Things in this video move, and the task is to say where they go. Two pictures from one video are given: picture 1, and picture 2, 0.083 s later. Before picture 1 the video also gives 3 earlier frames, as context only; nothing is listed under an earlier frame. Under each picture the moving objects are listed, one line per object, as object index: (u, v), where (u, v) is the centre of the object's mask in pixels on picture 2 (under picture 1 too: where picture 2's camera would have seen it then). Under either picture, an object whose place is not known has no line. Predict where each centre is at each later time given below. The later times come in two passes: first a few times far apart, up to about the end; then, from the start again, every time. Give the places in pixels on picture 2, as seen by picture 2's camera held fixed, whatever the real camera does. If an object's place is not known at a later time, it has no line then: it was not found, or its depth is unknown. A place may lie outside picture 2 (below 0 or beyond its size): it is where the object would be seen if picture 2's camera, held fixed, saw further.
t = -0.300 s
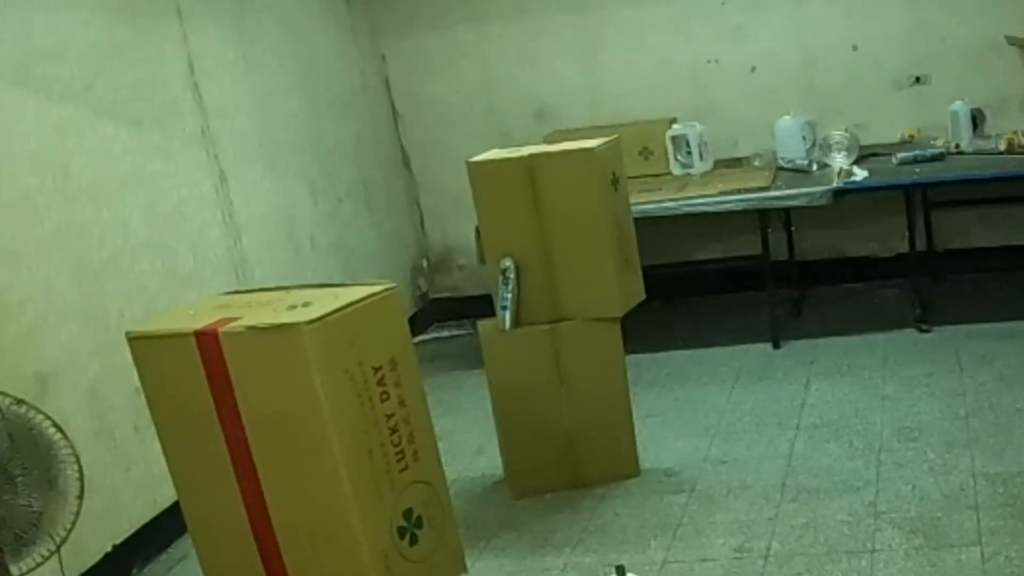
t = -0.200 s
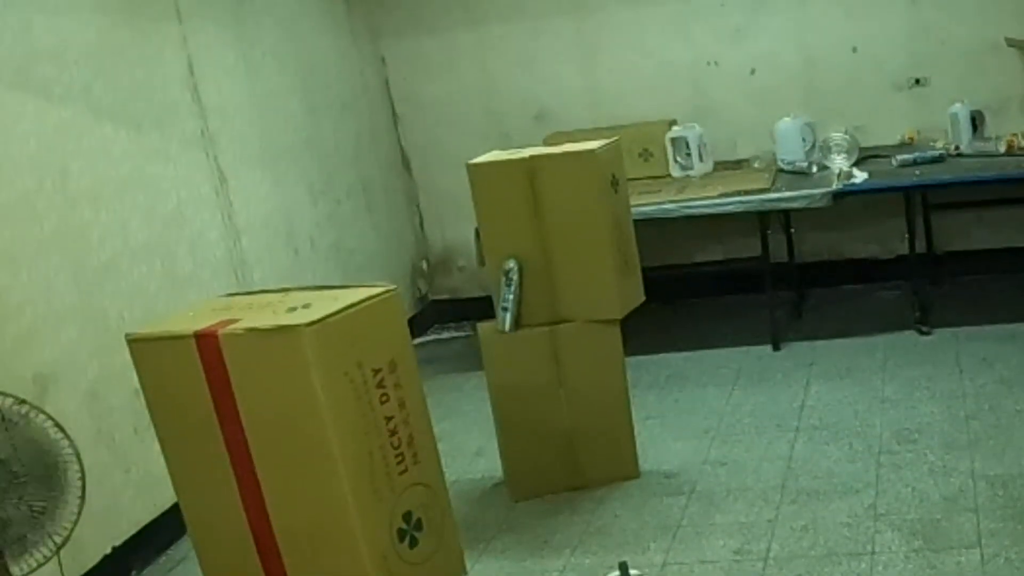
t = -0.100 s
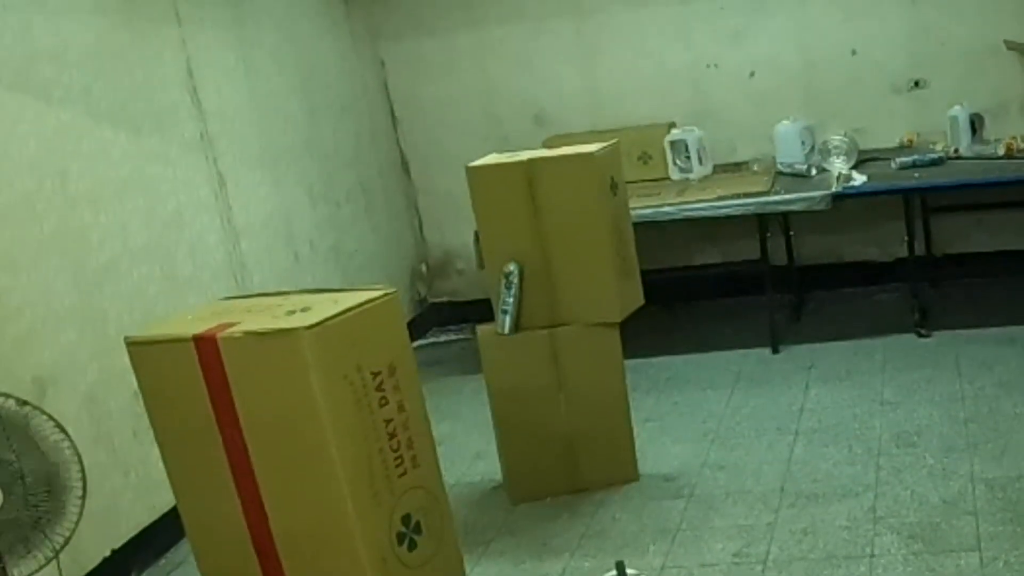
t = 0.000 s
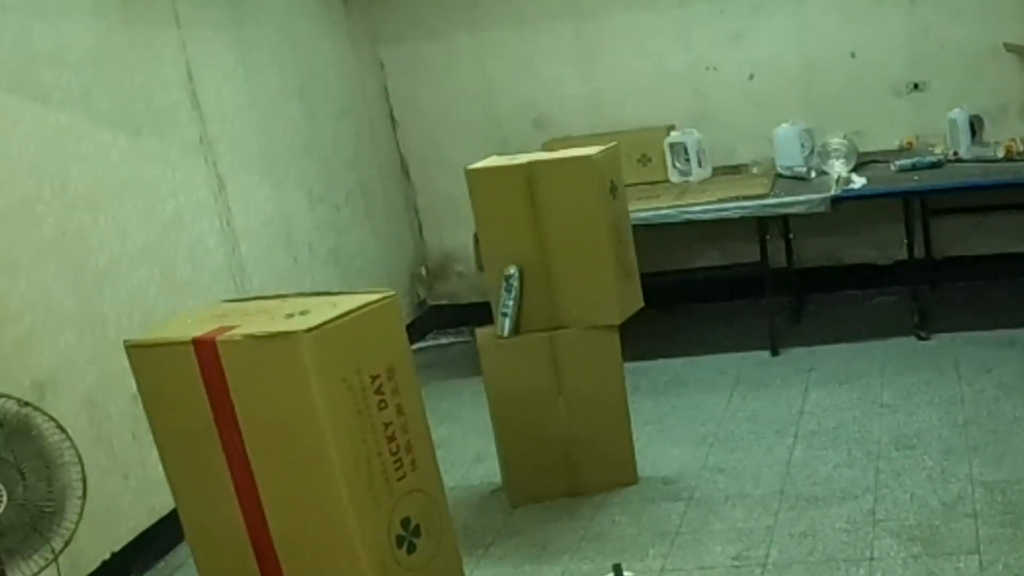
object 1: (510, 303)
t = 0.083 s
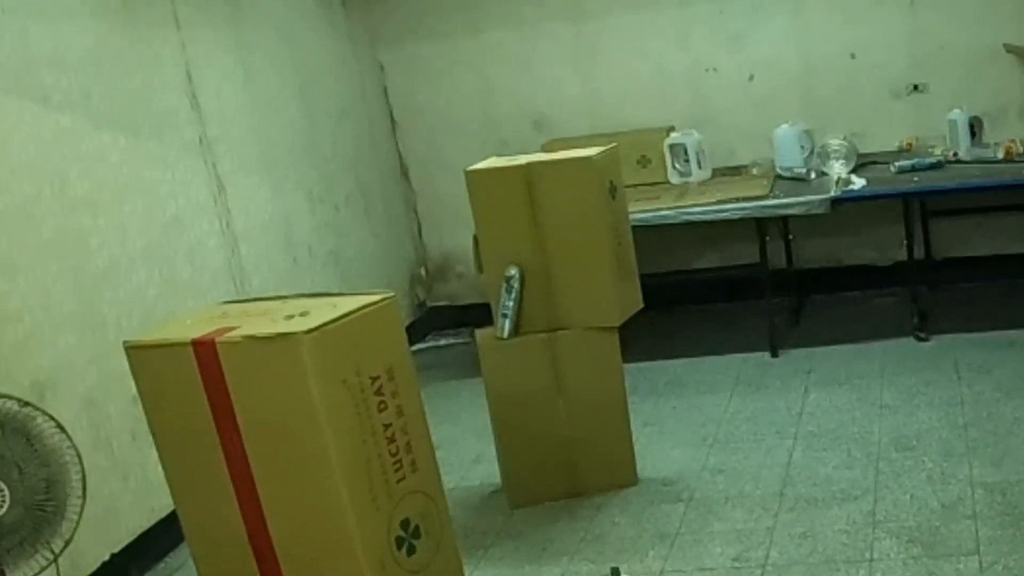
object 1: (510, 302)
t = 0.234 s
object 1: (512, 303)
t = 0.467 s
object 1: (520, 304)
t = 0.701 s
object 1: (550, 325)
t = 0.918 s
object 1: (570, 351)
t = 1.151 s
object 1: (608, 484)
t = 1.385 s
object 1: (647, 483)
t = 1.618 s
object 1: (663, 473)
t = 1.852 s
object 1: (670, 476)
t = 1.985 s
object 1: (670, 474)
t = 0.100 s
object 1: (510, 303)
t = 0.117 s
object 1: (510, 303)
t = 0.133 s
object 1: (511, 303)
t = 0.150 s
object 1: (511, 302)
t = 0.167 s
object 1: (511, 303)
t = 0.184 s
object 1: (511, 303)
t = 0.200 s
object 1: (511, 303)
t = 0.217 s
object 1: (512, 302)
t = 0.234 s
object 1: (512, 303)
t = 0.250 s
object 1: (512, 303)
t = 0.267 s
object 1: (512, 303)
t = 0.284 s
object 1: (513, 303)
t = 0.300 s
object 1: (513, 303)
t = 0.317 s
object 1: (513, 303)
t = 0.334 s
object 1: (514, 303)
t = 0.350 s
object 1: (514, 303)
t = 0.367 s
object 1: (515, 303)
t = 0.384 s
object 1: (516, 303)
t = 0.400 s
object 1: (516, 303)
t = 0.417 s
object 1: (517, 303)
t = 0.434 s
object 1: (517, 303)
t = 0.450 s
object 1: (518, 303)
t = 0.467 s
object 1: (520, 304)
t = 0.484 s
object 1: (521, 304)
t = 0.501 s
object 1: (522, 304)
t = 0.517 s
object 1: (524, 305)
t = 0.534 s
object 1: (526, 305)
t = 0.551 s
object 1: (528, 306)
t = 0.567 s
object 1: (530, 306)
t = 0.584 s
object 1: (532, 308)
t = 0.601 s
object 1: (534, 310)
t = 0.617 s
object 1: (537, 312)
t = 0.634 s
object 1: (539, 314)
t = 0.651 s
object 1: (543, 317)
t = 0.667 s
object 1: (546, 321)
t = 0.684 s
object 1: (548, 323)
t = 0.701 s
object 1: (550, 325)
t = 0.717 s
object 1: (549, 325)
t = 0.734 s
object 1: (550, 324)
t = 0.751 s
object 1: (553, 322)
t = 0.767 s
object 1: (554, 323)
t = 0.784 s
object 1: (555, 323)
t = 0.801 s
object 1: (557, 323)
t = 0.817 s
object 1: (559, 325)
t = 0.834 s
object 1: (561, 330)
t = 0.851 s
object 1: (562, 333)
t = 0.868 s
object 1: (564, 335)
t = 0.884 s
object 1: (566, 341)
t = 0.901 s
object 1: (568, 347)
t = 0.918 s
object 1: (570, 351)
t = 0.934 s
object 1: (573, 358)
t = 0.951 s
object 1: (575, 364)
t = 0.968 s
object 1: (578, 374)
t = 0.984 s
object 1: (581, 385)
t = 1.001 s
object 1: (583, 395)
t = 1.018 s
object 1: (587, 404)
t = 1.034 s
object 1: (592, 413)
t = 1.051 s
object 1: (595, 425)
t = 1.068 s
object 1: (597, 437)
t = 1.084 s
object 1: (598, 452)
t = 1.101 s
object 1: (601, 467)
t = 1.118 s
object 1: (603, 481)
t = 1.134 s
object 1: (607, 488)
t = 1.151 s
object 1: (608, 484)
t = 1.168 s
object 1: (611, 481)
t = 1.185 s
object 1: (615, 479)
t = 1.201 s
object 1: (617, 478)
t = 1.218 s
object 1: (619, 477)
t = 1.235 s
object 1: (622, 475)
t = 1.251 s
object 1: (625, 475)
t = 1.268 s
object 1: (627, 474)
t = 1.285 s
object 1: (630, 474)
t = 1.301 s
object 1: (632, 475)
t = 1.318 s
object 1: (634, 476)
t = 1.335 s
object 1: (637, 477)
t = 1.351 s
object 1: (641, 477)
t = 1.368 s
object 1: (643, 480)
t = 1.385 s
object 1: (647, 483)
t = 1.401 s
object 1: (648, 485)
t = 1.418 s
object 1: (648, 481)
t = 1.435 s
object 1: (650, 478)
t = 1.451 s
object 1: (652, 476)
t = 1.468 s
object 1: (654, 474)
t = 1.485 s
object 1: (656, 473)
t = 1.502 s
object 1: (657, 472)
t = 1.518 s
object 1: (656, 471)
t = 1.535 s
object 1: (657, 470)
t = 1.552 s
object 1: (658, 471)
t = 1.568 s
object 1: (659, 471)
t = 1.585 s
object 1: (661, 471)
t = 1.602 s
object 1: (663, 472)
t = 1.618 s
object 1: (663, 473)
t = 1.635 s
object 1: (663, 474)
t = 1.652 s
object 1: (663, 476)
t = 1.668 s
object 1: (665, 477)
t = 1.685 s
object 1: (666, 476)
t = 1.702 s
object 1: (667, 475)
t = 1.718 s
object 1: (666, 474)
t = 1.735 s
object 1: (667, 473)
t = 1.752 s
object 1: (669, 473)
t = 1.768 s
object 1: (669, 474)
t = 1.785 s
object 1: (671, 472)
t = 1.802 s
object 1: (670, 473)
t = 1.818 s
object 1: (669, 475)
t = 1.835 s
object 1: (669, 476)
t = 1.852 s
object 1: (670, 476)
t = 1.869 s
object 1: (671, 475)
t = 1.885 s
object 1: (669, 473)
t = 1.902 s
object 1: (670, 472)
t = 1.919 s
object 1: (670, 471)
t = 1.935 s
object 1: (669, 472)
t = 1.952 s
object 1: (671, 474)
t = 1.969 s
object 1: (670, 474)
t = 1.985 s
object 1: (670, 474)
